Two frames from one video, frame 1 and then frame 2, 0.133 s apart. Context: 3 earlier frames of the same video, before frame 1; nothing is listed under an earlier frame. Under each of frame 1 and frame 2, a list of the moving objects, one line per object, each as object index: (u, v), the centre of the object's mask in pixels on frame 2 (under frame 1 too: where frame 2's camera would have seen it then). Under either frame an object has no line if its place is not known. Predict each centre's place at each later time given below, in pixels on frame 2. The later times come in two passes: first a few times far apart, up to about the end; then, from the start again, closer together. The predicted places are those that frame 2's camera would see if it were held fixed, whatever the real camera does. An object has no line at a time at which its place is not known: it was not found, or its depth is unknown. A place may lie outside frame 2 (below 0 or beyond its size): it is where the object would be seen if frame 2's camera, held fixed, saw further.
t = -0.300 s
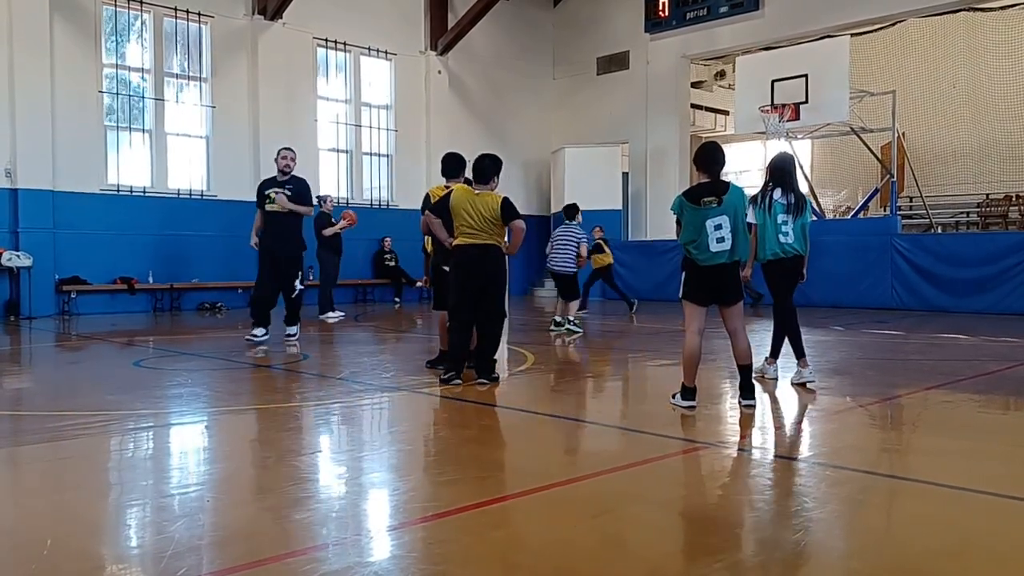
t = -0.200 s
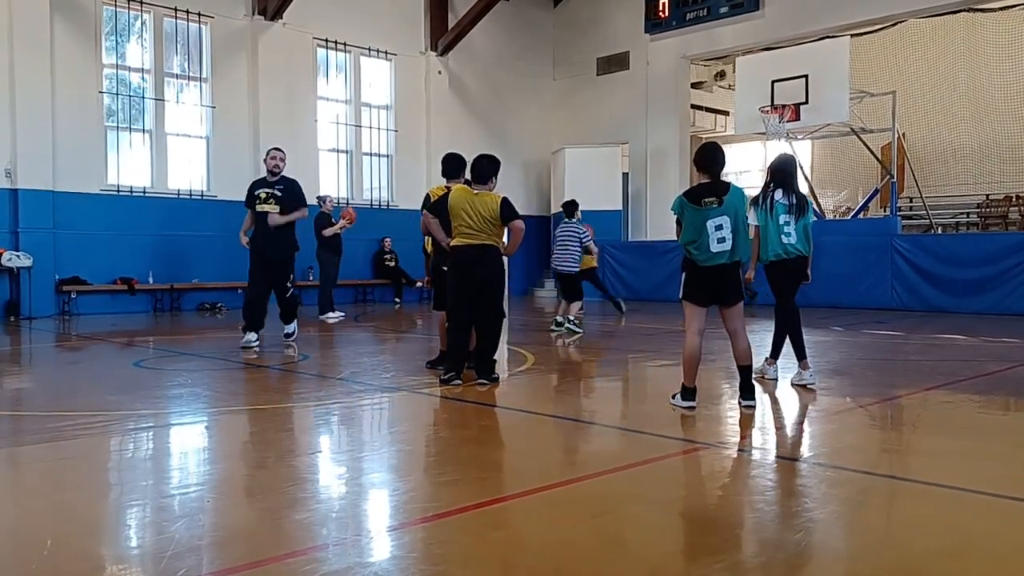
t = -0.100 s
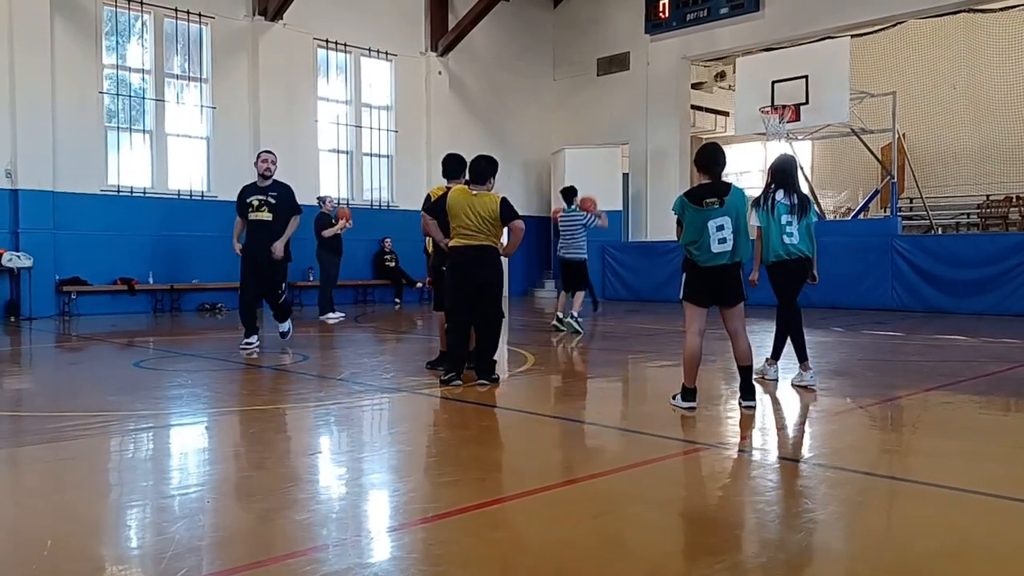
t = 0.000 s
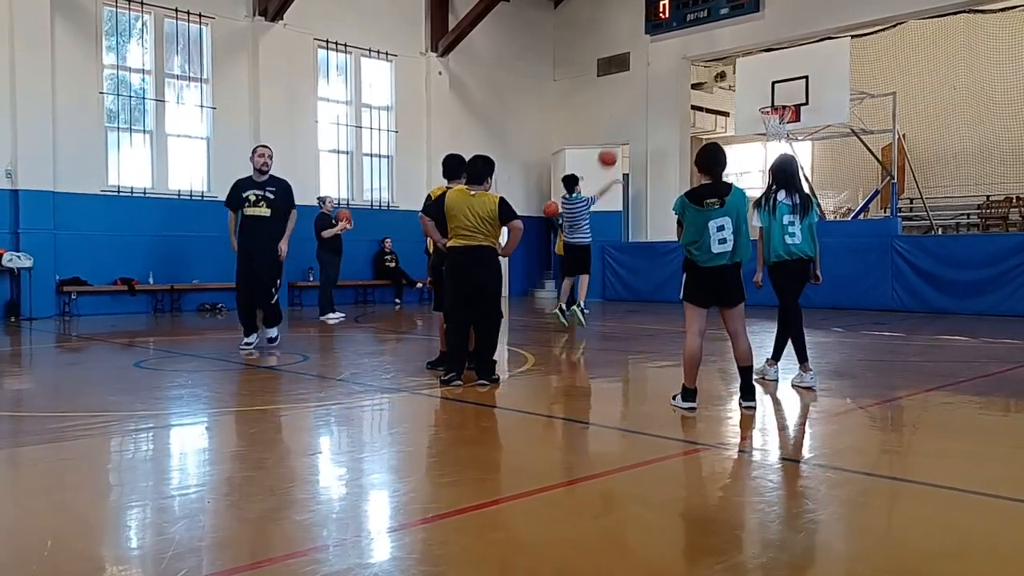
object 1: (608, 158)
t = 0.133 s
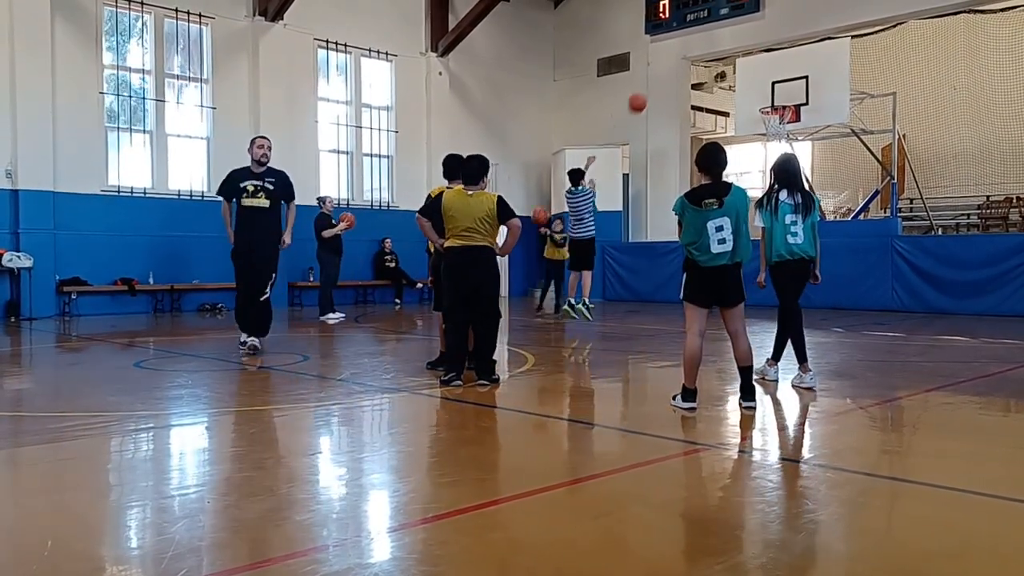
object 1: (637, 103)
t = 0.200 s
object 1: (651, 82)
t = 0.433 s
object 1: (697, 39)
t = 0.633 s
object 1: (731, 38)
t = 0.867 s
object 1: (767, 72)
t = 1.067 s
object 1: (798, 111)
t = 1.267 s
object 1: (835, 153)
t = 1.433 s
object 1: (870, 216)
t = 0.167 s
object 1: (644, 92)
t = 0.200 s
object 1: (651, 82)
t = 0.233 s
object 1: (658, 73)
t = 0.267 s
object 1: (664, 65)
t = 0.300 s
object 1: (671, 58)
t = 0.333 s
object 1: (678, 52)
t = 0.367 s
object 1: (684, 47)
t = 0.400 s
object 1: (690, 43)
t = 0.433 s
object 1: (697, 39)
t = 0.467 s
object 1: (702, 37)
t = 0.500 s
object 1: (708, 36)
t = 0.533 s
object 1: (714, 35)
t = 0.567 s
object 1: (720, 35)
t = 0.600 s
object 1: (725, 36)
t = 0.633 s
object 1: (731, 38)
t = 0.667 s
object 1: (736, 41)
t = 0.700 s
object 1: (742, 44)
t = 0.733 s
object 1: (747, 48)
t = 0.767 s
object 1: (751, 53)
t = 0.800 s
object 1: (757, 59)
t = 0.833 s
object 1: (762, 65)
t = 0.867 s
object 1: (767, 72)
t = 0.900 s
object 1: (772, 80)
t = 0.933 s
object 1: (777, 88)
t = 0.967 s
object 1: (782, 97)
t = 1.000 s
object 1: (786, 103)
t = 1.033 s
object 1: (792, 106)
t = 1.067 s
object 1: (798, 111)
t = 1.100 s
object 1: (804, 115)
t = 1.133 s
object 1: (810, 121)
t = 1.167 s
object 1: (816, 128)
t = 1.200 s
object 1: (822, 136)
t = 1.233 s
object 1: (829, 144)
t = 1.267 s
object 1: (835, 153)
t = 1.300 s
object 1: (842, 164)
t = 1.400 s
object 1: (862, 202)
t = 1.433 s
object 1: (870, 216)
